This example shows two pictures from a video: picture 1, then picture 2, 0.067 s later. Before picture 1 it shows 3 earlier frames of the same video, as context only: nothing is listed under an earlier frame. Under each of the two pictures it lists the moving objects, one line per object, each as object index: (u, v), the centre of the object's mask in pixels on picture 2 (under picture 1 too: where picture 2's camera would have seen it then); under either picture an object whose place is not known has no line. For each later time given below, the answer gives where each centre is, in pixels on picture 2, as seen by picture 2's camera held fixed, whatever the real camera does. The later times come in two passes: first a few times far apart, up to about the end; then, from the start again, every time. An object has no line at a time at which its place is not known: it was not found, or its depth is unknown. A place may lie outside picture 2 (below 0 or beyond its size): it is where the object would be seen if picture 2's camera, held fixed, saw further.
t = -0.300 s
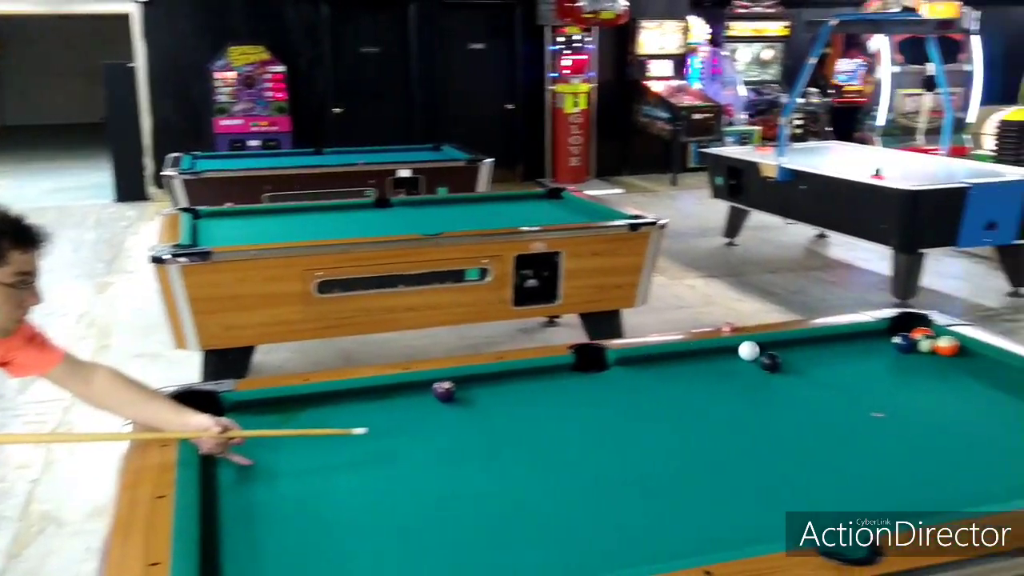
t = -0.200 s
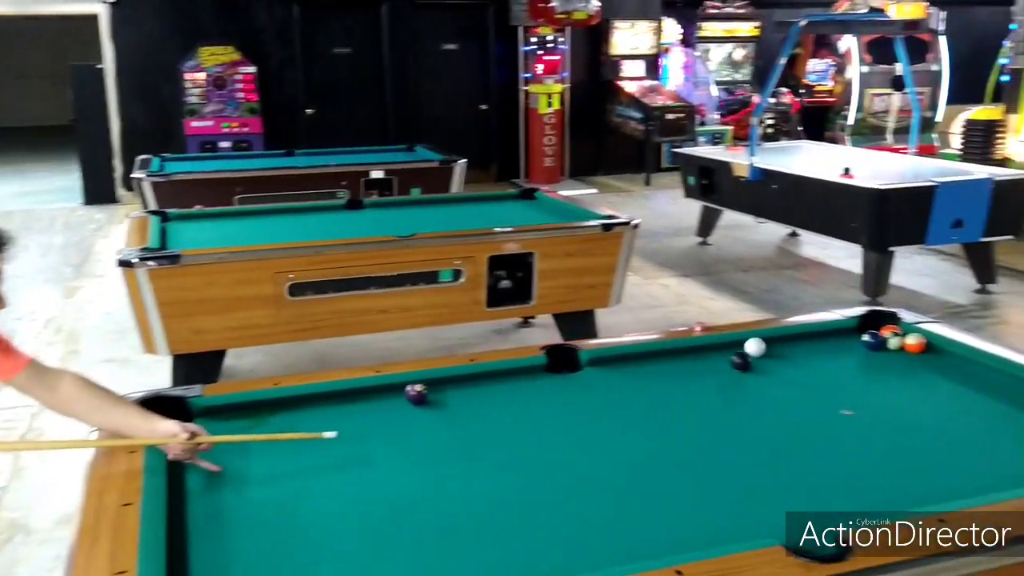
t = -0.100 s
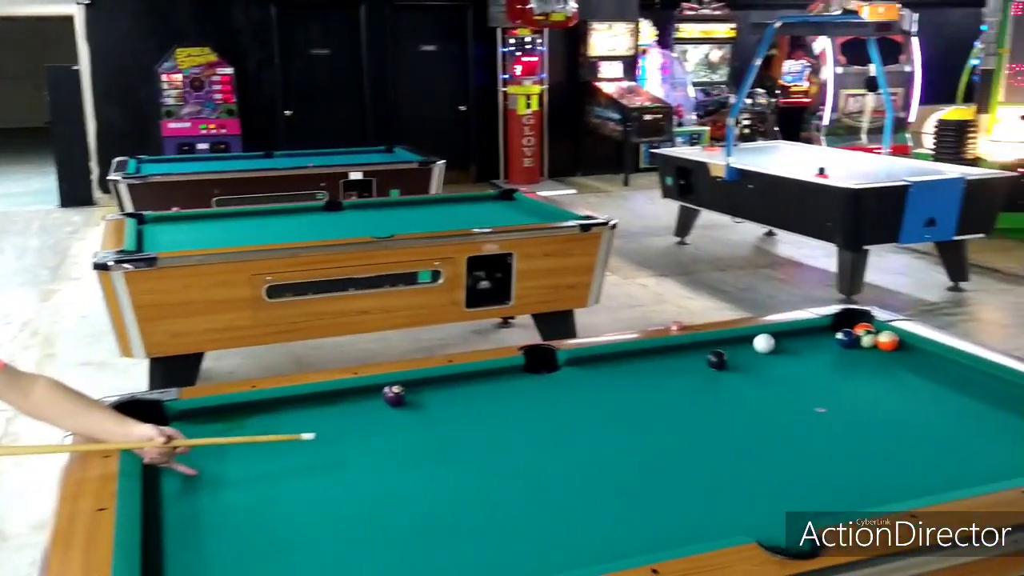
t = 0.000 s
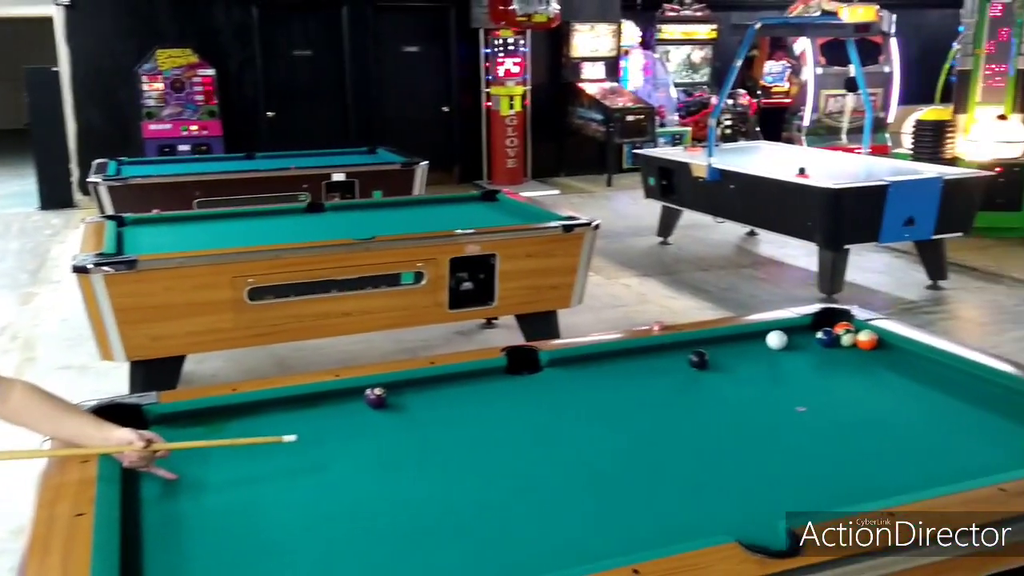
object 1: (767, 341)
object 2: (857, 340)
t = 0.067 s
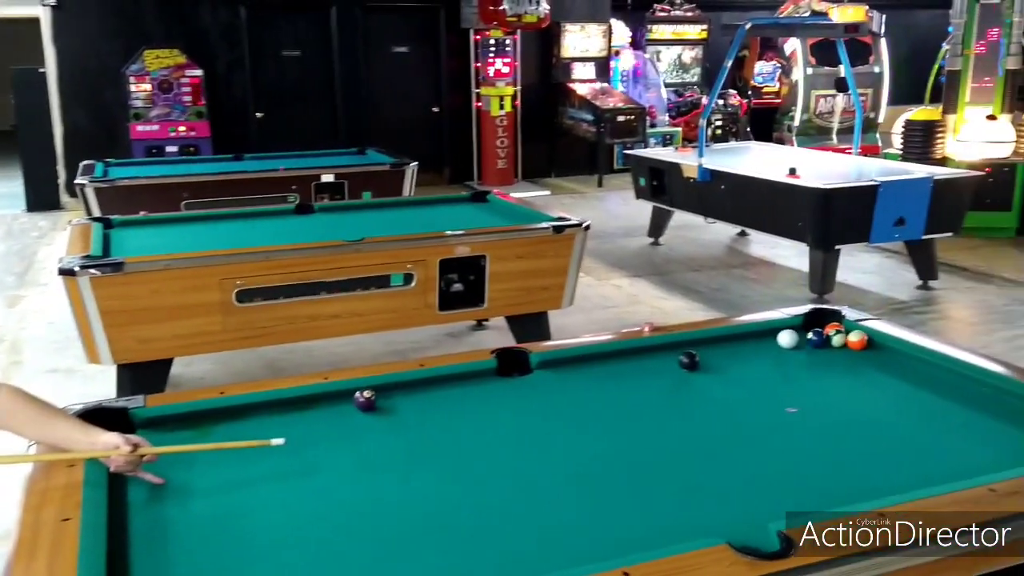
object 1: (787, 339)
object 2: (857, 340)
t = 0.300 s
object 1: (802, 333)
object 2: (857, 346)
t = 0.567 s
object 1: (808, 328)
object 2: (850, 352)
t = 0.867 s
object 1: (811, 325)
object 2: (840, 358)
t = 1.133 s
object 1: (812, 324)
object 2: (832, 363)
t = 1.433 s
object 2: (823, 367)
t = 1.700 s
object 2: (816, 370)
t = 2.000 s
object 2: (807, 373)
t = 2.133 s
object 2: (805, 373)
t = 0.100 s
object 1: (796, 338)
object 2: (858, 340)
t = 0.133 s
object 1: (796, 337)
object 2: (862, 341)
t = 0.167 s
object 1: (797, 336)
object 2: (861, 342)
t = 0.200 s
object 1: (799, 335)
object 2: (860, 343)
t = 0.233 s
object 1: (800, 335)
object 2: (859, 344)
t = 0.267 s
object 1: (801, 334)
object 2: (858, 345)
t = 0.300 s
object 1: (802, 333)
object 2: (857, 346)
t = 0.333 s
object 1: (804, 332)
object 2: (856, 346)
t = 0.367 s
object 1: (805, 332)
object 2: (855, 347)
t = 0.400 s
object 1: (806, 331)
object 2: (855, 348)
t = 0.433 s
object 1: (807, 330)
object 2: (854, 349)
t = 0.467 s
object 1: (808, 330)
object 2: (853, 350)
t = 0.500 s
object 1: (809, 329)
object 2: (852, 350)
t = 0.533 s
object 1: (809, 328)
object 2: (851, 351)
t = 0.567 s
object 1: (808, 328)
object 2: (850, 352)
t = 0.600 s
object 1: (809, 327)
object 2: (849, 353)
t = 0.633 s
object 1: (811, 327)
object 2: (848, 353)
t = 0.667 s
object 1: (811, 327)
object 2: (847, 354)
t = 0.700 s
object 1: (811, 326)
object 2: (846, 355)
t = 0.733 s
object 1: (811, 326)
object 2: (845, 355)
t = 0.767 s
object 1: (811, 326)
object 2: (844, 356)
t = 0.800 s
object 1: (811, 326)
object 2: (842, 357)
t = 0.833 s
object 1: (811, 325)
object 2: (841, 357)
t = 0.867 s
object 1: (811, 325)
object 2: (840, 358)
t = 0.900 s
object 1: (811, 325)
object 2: (839, 359)
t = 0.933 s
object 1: (811, 325)
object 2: (839, 359)
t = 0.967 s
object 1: (811, 325)
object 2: (837, 360)
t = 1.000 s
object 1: (811, 324)
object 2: (836, 360)
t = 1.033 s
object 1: (811, 324)
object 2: (835, 361)
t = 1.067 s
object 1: (811, 324)
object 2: (835, 362)
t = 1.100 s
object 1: (811, 324)
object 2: (833, 362)
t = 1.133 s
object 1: (812, 324)
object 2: (832, 363)
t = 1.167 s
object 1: (812, 324)
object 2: (831, 363)
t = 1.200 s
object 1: (812, 324)
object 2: (830, 364)
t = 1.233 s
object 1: (813, 324)
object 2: (829, 364)
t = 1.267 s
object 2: (828, 365)
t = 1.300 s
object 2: (827, 366)
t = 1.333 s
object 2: (826, 366)
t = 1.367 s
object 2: (825, 366)
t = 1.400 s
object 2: (824, 367)
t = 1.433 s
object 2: (823, 367)
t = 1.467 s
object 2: (822, 368)
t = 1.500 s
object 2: (821, 368)
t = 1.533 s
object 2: (820, 369)
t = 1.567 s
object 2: (819, 369)
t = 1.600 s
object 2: (819, 369)
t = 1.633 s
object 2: (818, 370)
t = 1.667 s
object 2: (817, 370)
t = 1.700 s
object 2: (816, 370)
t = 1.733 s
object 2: (815, 371)
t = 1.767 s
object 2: (814, 371)
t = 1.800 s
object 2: (813, 371)
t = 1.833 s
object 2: (812, 372)
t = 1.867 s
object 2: (811, 372)
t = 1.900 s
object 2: (810, 372)
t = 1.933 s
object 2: (809, 372)
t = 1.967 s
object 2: (808, 372)
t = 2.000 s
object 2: (807, 373)
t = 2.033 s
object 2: (806, 373)
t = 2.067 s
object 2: (806, 373)
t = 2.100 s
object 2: (805, 373)
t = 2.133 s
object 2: (805, 373)
